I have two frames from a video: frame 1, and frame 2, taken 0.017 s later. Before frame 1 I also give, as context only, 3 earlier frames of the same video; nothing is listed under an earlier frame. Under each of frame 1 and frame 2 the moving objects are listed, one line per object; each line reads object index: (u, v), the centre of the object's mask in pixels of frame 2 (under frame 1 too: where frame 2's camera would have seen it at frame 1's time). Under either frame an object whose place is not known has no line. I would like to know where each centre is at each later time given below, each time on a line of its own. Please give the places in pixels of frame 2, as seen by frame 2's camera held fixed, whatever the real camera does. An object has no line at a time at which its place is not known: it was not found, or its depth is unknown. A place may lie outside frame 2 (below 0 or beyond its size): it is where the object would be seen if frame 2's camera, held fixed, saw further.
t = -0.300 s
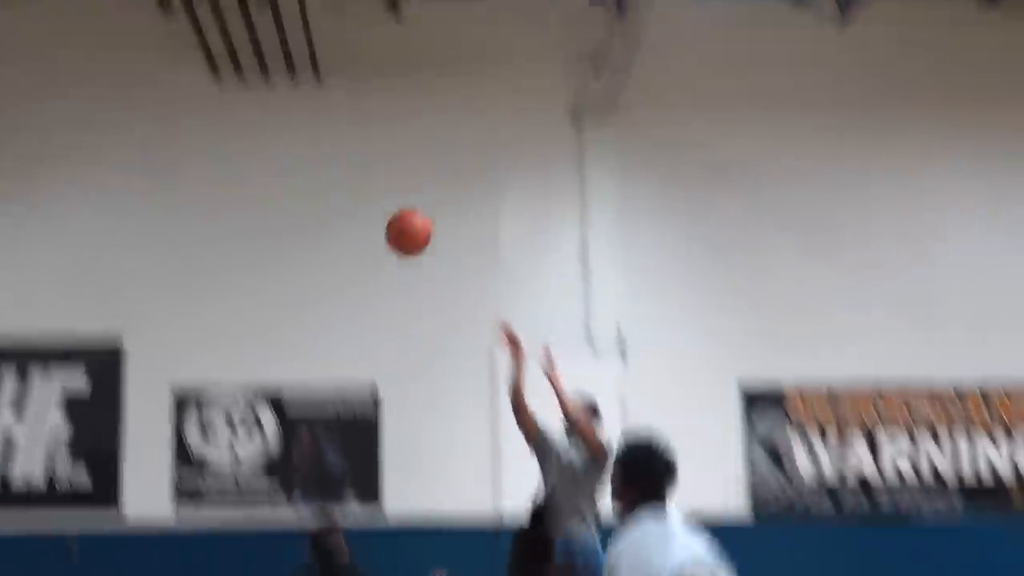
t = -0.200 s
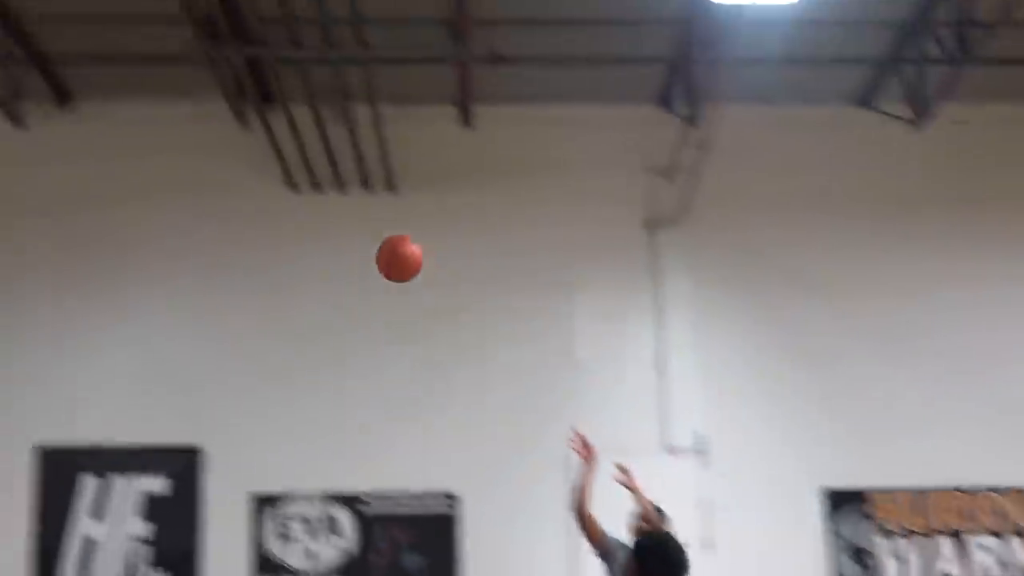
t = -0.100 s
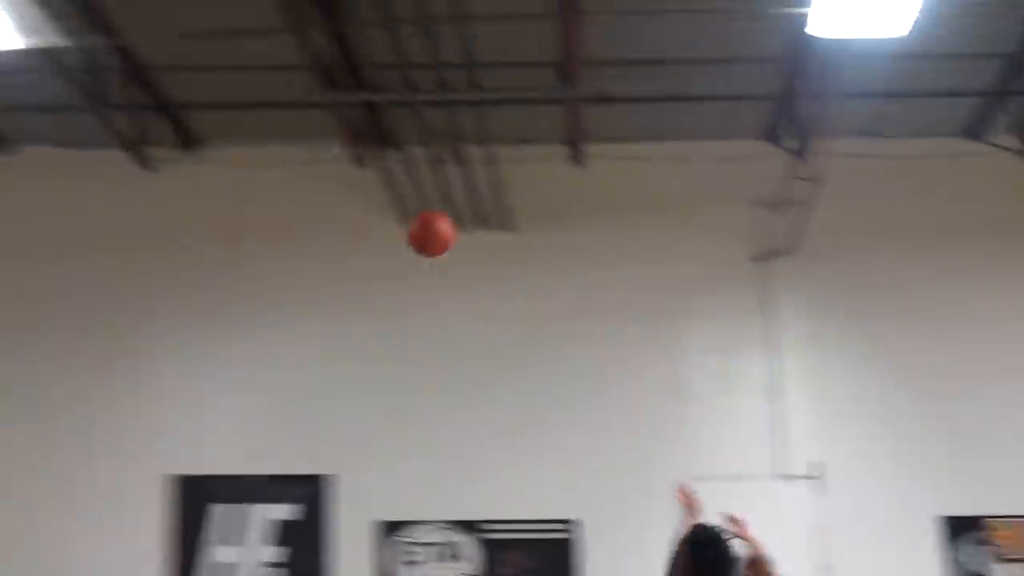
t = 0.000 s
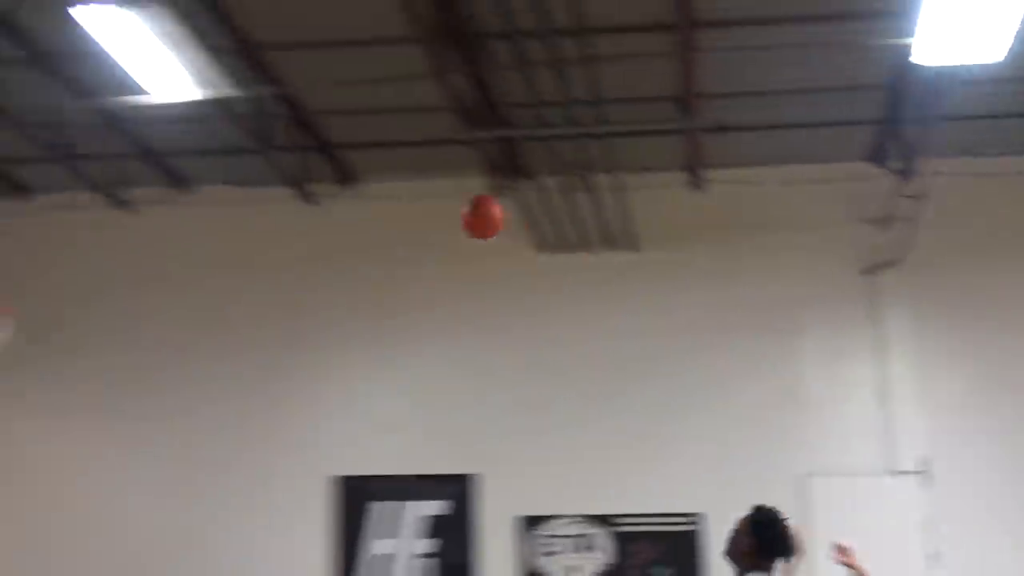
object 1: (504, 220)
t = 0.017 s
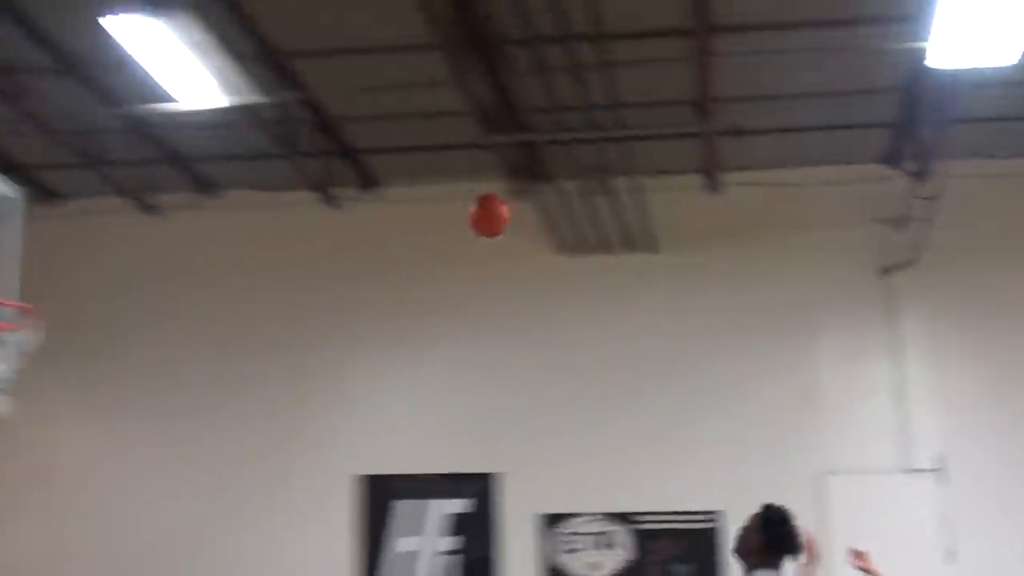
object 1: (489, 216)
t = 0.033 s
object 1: (476, 211)
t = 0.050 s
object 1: (462, 208)
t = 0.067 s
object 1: (449, 205)
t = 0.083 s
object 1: (435, 202)
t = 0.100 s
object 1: (420, 200)
